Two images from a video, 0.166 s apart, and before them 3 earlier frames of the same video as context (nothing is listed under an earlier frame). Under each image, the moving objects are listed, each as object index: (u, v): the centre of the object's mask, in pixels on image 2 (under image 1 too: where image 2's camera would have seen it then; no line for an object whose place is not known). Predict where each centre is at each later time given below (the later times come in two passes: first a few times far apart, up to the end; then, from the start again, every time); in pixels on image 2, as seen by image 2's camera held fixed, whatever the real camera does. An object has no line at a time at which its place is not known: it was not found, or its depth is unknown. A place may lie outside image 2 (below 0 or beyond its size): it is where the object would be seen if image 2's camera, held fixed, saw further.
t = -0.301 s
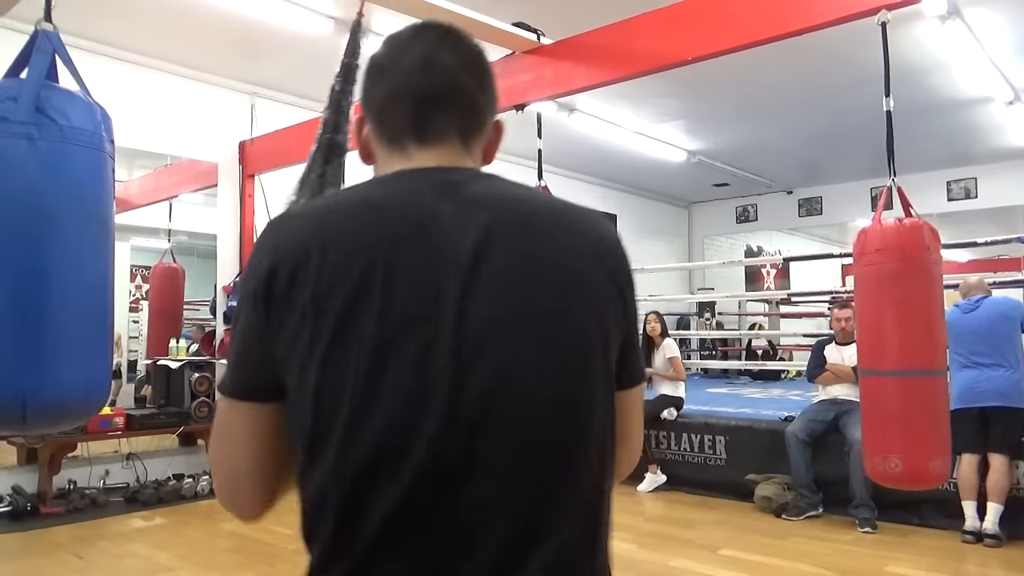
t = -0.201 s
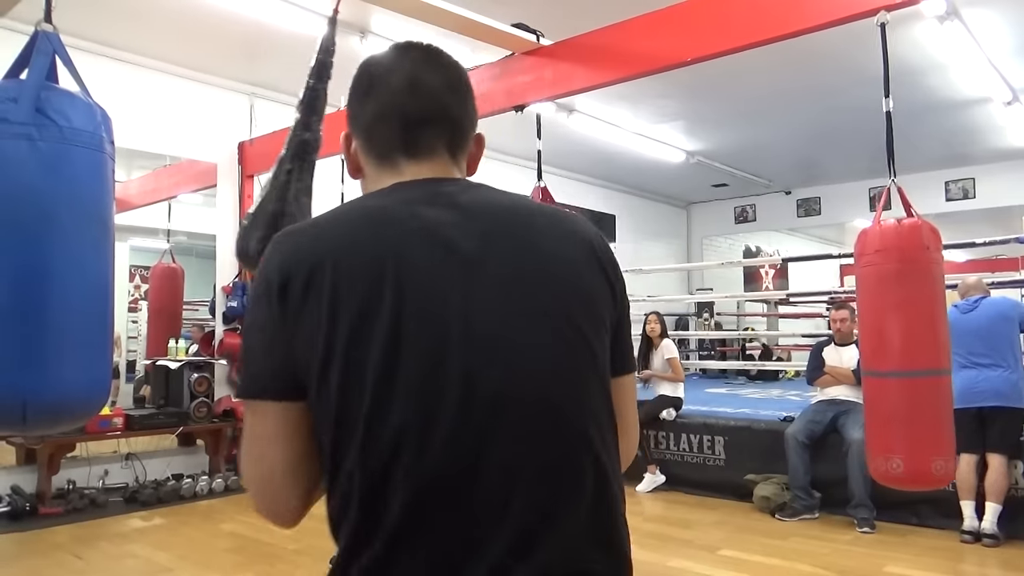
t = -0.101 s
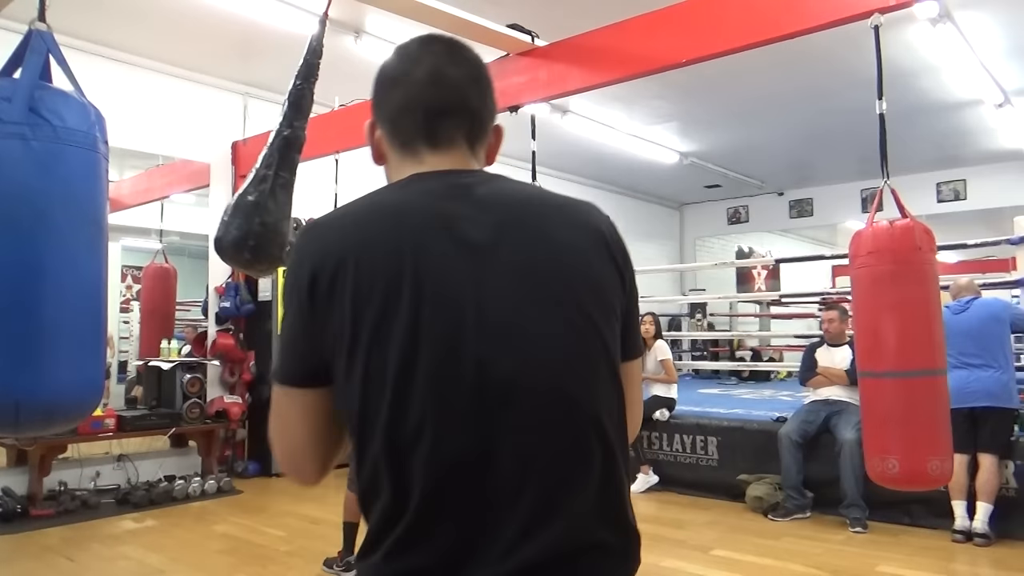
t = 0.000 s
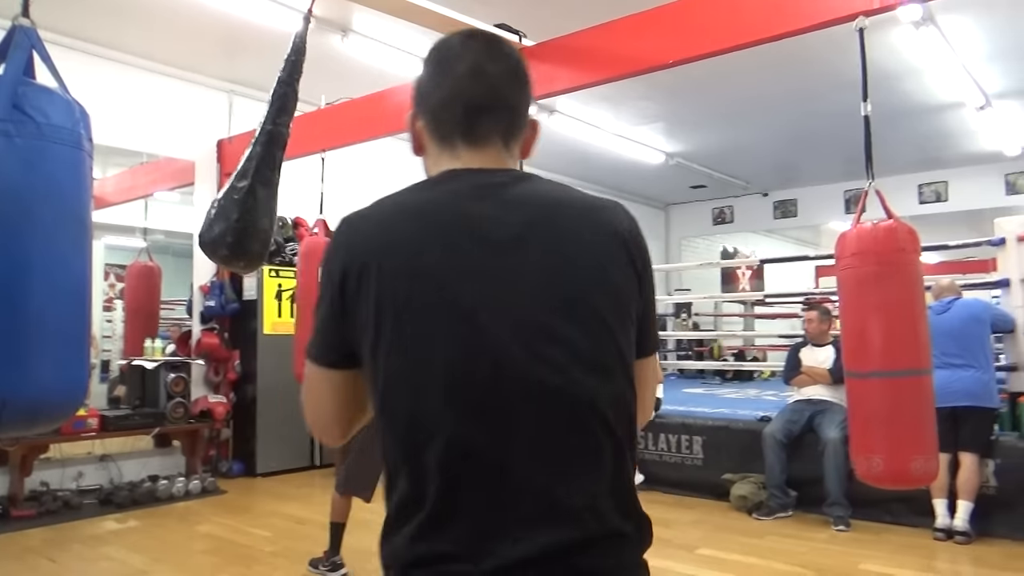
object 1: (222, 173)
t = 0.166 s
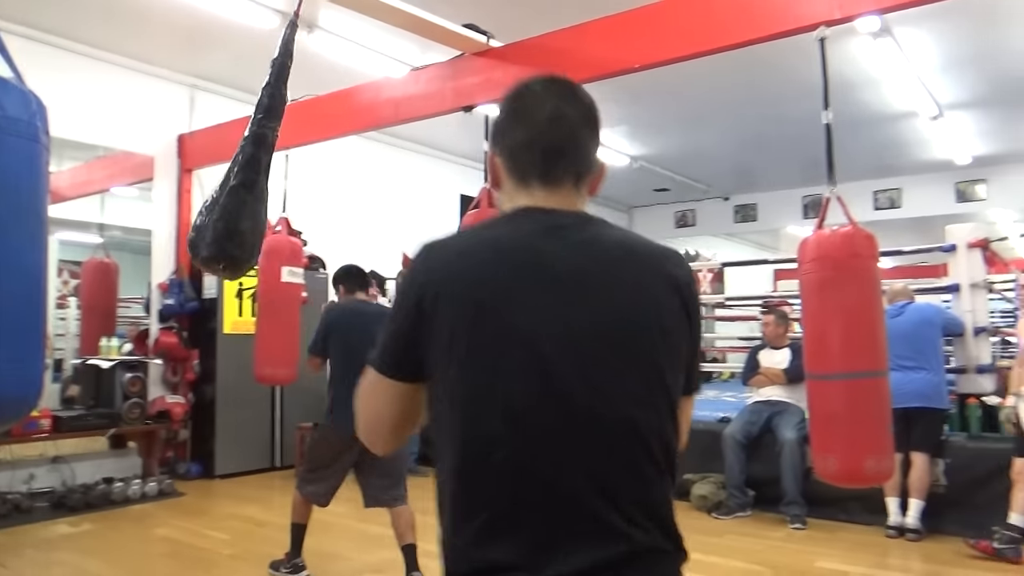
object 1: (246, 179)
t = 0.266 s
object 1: (276, 187)
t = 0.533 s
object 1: (404, 203)
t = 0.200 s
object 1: (256, 181)
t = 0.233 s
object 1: (266, 184)
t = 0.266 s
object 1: (276, 187)
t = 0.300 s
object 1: (288, 191)
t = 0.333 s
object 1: (302, 196)
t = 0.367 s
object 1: (318, 199)
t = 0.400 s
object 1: (334, 200)
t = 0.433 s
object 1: (351, 201)
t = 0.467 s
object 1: (369, 203)
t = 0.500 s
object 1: (387, 205)
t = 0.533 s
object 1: (404, 203)
